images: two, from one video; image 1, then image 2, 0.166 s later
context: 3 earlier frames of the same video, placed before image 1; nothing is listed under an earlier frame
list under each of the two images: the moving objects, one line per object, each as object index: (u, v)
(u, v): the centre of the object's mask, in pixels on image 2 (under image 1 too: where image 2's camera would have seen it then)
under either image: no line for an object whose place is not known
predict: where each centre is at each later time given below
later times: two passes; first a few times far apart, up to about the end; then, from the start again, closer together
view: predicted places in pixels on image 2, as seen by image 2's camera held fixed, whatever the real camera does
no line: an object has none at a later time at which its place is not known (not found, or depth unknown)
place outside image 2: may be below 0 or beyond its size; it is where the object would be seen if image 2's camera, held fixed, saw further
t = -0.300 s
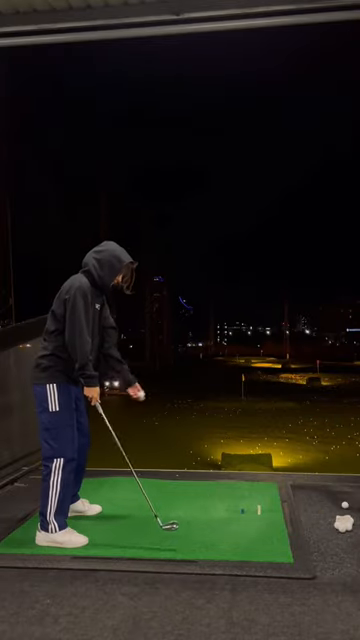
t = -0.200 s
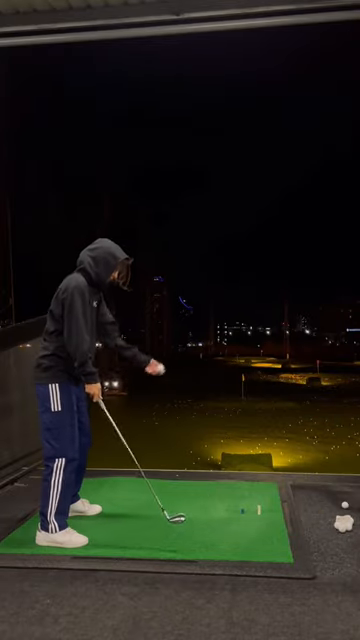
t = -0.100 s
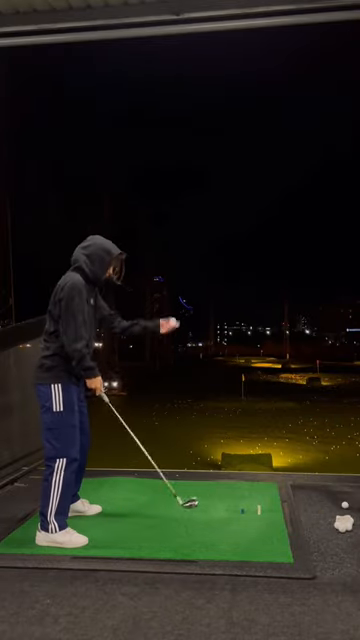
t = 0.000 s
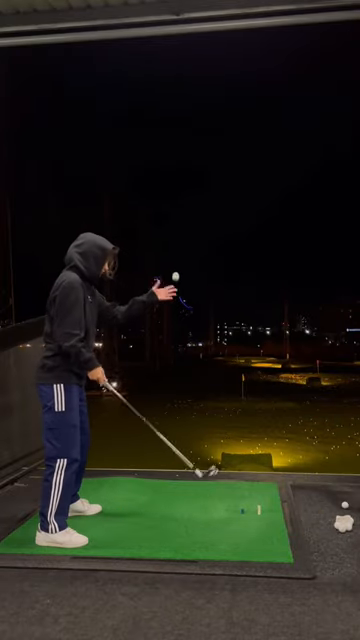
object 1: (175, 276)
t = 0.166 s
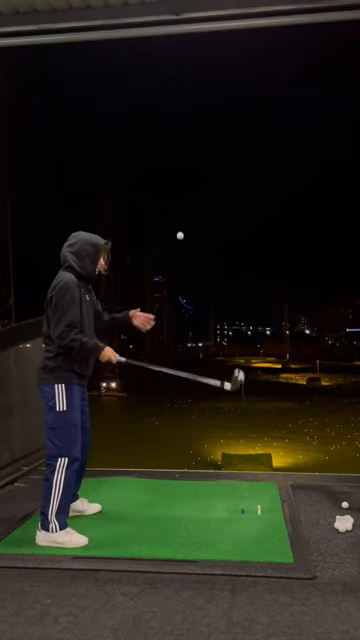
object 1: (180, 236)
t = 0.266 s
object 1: (183, 232)
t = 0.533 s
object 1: (190, 299)
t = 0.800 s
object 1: (200, 478)
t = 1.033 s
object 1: (208, 455)
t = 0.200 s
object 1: (181, 233)
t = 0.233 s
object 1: (182, 232)
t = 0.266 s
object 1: (183, 232)
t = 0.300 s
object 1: (184, 234)
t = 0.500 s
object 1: (190, 285)
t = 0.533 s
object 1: (190, 299)
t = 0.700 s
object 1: (196, 398)
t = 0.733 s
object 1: (198, 422)
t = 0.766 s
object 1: (199, 449)
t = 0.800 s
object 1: (200, 478)
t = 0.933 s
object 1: (204, 475)
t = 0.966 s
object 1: (206, 466)
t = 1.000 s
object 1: (207, 460)
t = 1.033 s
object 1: (208, 455)
